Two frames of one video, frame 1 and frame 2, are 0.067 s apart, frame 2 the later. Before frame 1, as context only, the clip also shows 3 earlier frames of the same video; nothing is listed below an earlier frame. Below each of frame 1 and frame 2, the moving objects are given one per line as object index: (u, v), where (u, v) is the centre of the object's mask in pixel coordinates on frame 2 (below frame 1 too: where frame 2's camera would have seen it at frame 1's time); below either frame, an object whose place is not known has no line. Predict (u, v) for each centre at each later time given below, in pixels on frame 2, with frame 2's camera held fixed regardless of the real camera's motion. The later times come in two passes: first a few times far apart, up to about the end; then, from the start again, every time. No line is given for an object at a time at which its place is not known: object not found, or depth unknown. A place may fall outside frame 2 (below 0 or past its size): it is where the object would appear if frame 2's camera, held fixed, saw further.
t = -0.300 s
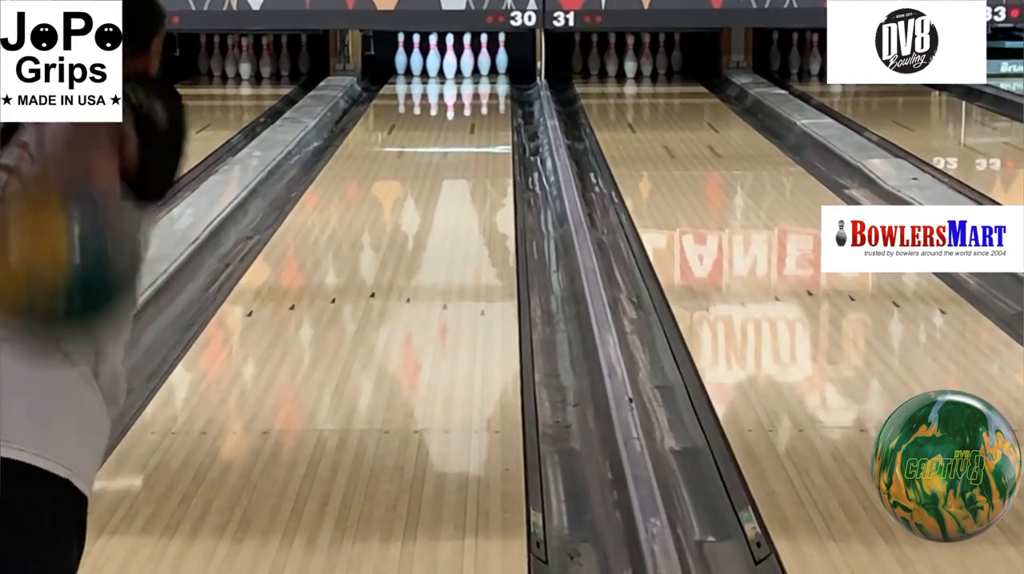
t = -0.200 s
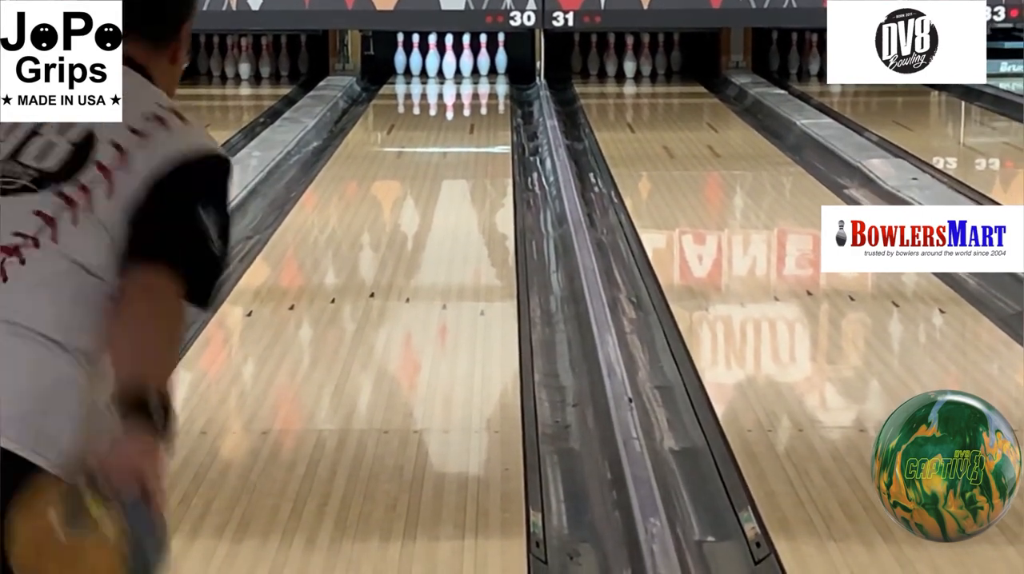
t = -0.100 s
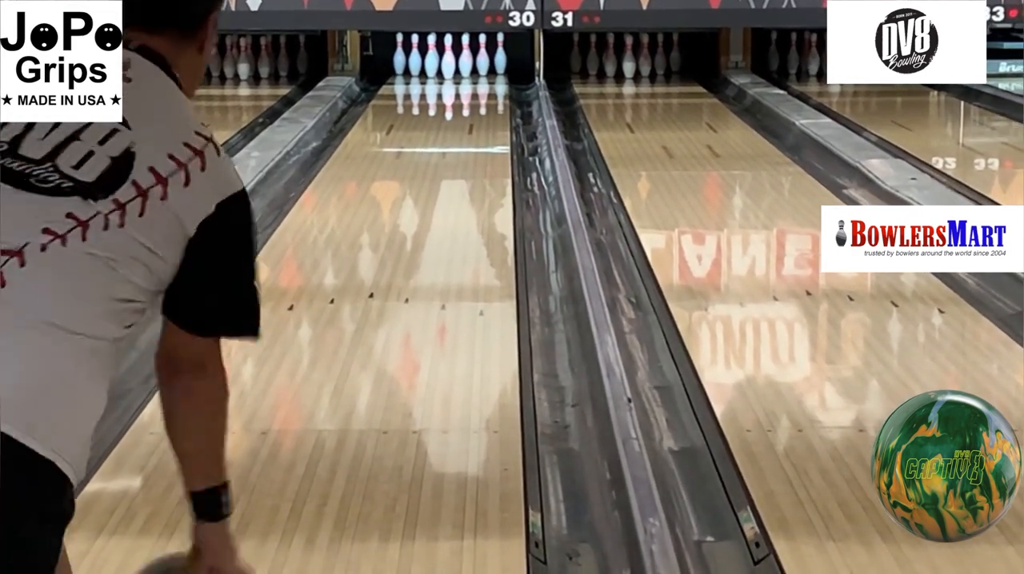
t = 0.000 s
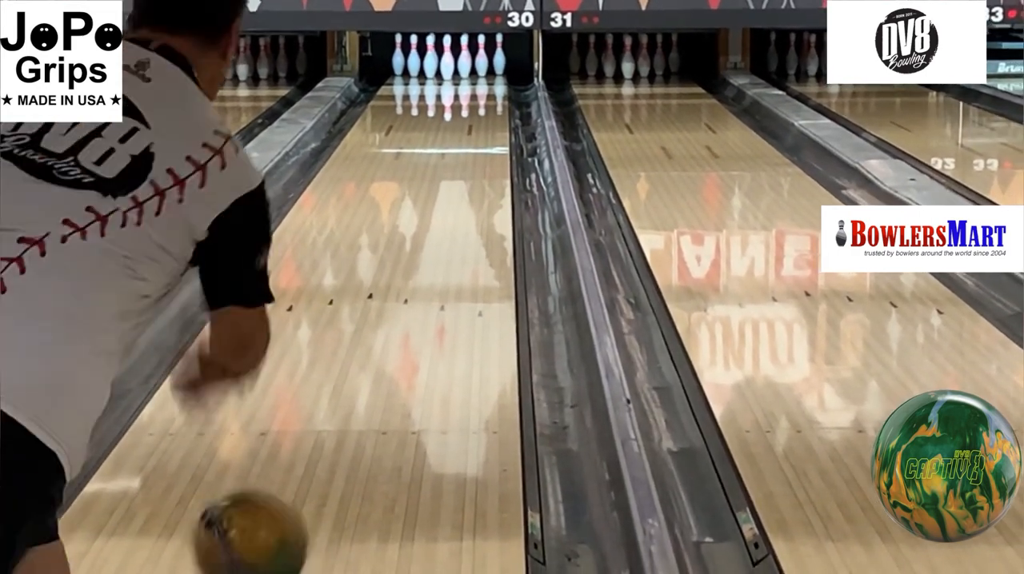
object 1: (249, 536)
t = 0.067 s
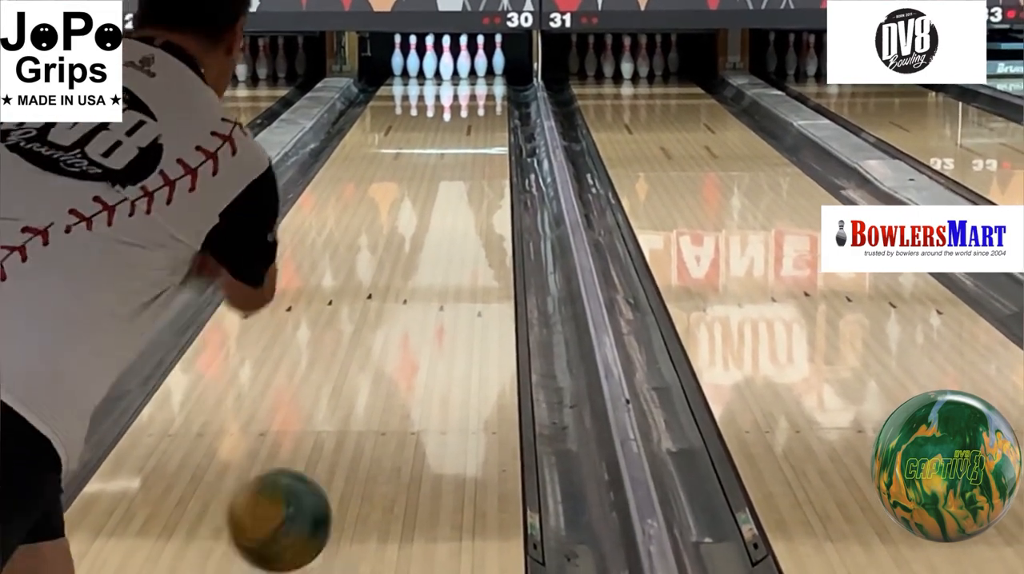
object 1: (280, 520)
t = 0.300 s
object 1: (350, 394)
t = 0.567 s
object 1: (397, 297)
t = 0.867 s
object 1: (430, 228)
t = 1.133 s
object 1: (449, 186)
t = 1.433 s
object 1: (464, 150)
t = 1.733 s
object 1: (473, 125)
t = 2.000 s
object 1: (479, 106)
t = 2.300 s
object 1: (476, 89)
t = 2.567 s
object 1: (467, 77)
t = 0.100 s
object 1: (292, 507)
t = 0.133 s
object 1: (303, 484)
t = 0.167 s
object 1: (314, 463)
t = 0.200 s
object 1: (324, 444)
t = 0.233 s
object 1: (333, 426)
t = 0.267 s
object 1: (342, 410)
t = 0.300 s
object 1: (350, 394)
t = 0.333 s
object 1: (357, 379)
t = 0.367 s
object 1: (364, 365)
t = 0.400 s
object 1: (370, 352)
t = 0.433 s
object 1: (376, 340)
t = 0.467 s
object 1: (382, 329)
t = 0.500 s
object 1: (387, 318)
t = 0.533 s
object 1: (392, 307)
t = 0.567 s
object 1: (397, 297)
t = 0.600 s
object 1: (401, 288)
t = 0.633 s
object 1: (405, 279)
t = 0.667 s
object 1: (410, 271)
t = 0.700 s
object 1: (413, 263)
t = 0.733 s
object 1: (417, 255)
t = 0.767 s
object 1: (420, 248)
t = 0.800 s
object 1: (423, 241)
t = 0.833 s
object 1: (427, 235)
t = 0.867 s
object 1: (430, 228)
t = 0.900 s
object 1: (433, 222)
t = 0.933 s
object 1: (435, 216)
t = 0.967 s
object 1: (438, 210)
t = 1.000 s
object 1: (440, 205)
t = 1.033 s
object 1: (442, 200)
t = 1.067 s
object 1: (445, 195)
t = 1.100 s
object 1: (446, 191)
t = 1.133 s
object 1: (449, 186)
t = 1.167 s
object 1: (451, 181)
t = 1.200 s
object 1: (452, 176)
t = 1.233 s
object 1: (454, 172)
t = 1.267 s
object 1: (456, 168)
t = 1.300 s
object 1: (458, 164)
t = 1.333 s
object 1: (459, 161)
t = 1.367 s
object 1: (461, 157)
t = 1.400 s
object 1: (462, 154)
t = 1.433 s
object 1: (464, 150)
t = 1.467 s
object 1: (464, 147)
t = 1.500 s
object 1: (466, 144)
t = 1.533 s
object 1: (467, 142)
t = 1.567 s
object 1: (469, 138)
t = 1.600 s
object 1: (470, 134)
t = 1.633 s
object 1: (471, 132)
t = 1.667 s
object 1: (472, 131)
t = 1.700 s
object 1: (473, 127)
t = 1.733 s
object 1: (473, 125)
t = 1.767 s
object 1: (474, 122)
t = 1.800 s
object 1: (475, 119)
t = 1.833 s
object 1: (476, 116)
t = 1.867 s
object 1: (478, 115)
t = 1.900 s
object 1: (477, 113)
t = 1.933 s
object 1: (478, 111)
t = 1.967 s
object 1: (478, 108)
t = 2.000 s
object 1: (479, 106)
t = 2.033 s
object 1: (480, 104)
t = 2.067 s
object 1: (480, 102)
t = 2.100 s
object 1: (480, 100)
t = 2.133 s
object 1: (480, 98)
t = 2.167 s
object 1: (478, 97)
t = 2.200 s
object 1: (478, 96)
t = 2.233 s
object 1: (477, 93)
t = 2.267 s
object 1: (477, 91)
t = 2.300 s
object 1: (476, 89)
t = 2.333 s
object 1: (475, 87)
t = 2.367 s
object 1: (474, 86)
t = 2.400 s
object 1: (474, 85)
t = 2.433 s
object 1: (473, 84)
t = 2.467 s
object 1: (472, 81)
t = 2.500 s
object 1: (470, 80)
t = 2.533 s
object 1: (469, 78)
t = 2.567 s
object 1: (467, 77)
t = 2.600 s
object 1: (465, 76)
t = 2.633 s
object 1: (464, 76)
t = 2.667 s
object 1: (462, 74)
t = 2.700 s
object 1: (460, 72)
